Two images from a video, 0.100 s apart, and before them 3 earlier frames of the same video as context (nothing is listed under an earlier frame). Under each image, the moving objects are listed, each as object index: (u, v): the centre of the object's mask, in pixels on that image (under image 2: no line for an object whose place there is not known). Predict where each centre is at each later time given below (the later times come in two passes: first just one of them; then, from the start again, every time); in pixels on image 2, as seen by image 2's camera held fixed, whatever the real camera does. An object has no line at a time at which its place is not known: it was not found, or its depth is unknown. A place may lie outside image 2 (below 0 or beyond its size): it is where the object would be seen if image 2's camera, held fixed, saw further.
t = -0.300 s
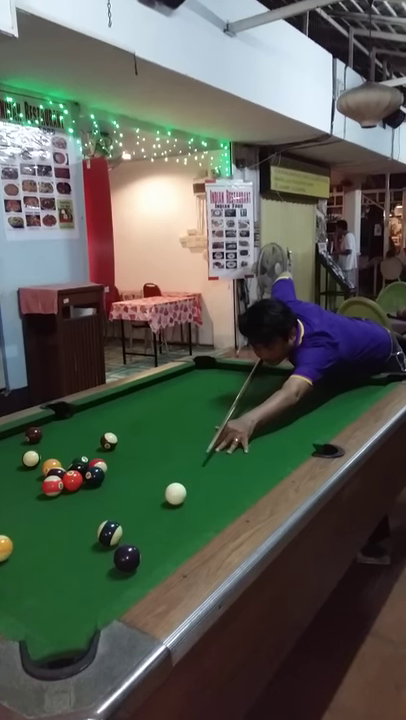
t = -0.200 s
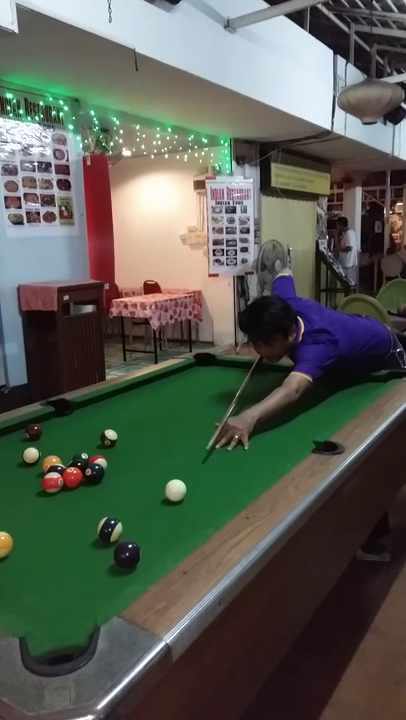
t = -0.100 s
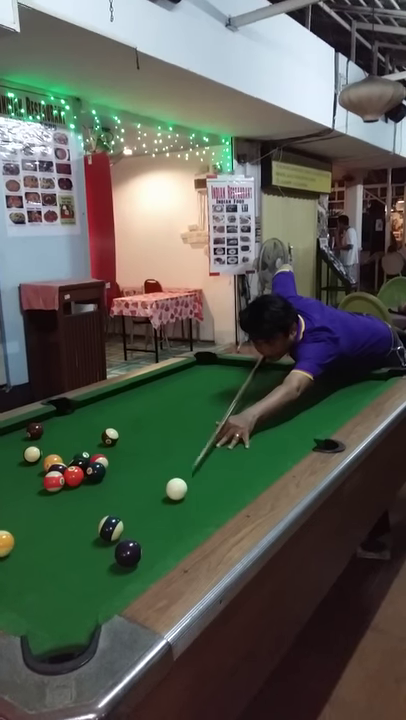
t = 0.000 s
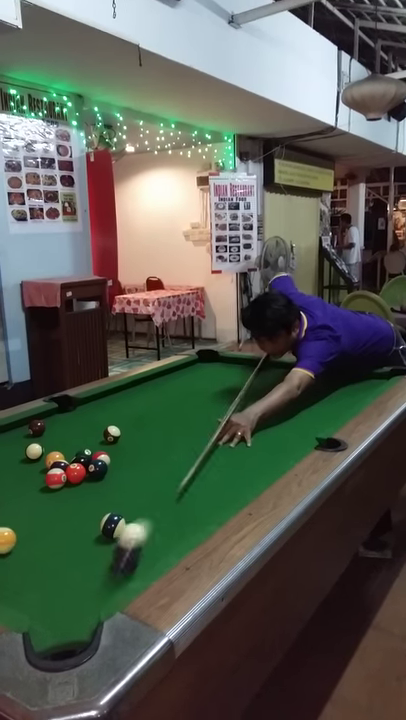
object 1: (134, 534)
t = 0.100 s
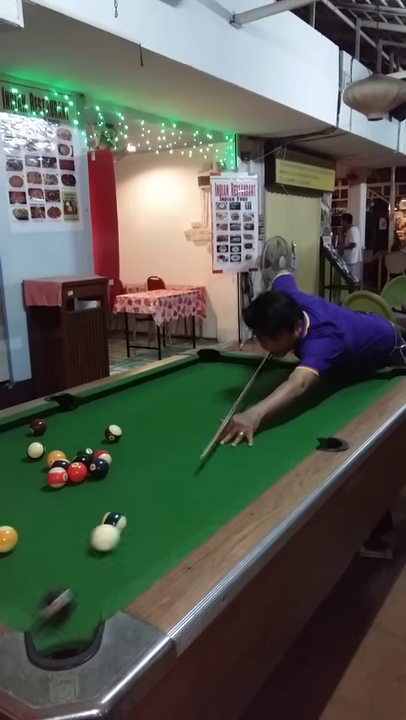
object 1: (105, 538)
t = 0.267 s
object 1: (67, 541)
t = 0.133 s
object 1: (97, 538)
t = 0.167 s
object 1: (90, 539)
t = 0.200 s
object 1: (82, 539)
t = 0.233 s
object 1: (74, 540)
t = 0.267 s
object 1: (67, 541)
